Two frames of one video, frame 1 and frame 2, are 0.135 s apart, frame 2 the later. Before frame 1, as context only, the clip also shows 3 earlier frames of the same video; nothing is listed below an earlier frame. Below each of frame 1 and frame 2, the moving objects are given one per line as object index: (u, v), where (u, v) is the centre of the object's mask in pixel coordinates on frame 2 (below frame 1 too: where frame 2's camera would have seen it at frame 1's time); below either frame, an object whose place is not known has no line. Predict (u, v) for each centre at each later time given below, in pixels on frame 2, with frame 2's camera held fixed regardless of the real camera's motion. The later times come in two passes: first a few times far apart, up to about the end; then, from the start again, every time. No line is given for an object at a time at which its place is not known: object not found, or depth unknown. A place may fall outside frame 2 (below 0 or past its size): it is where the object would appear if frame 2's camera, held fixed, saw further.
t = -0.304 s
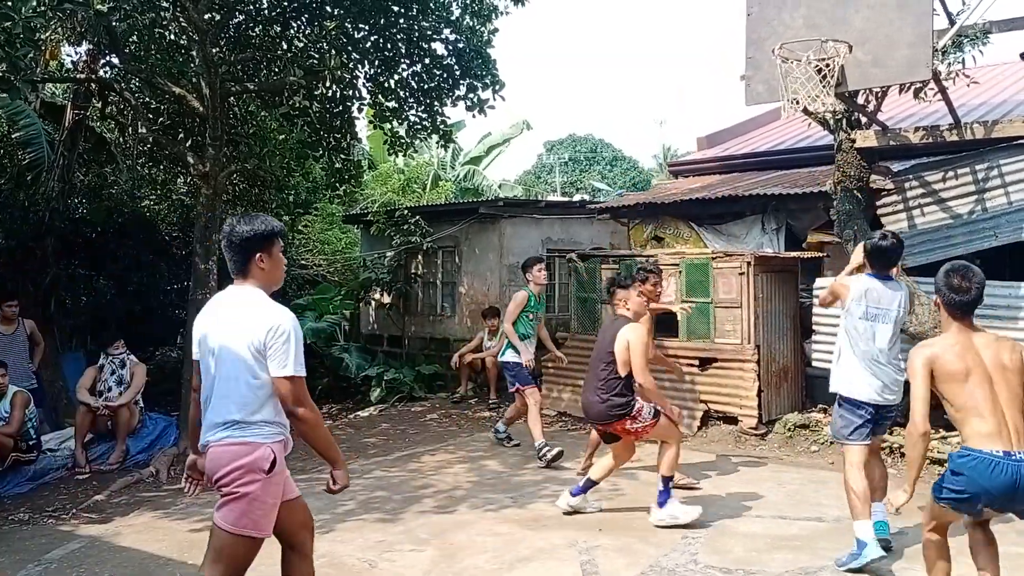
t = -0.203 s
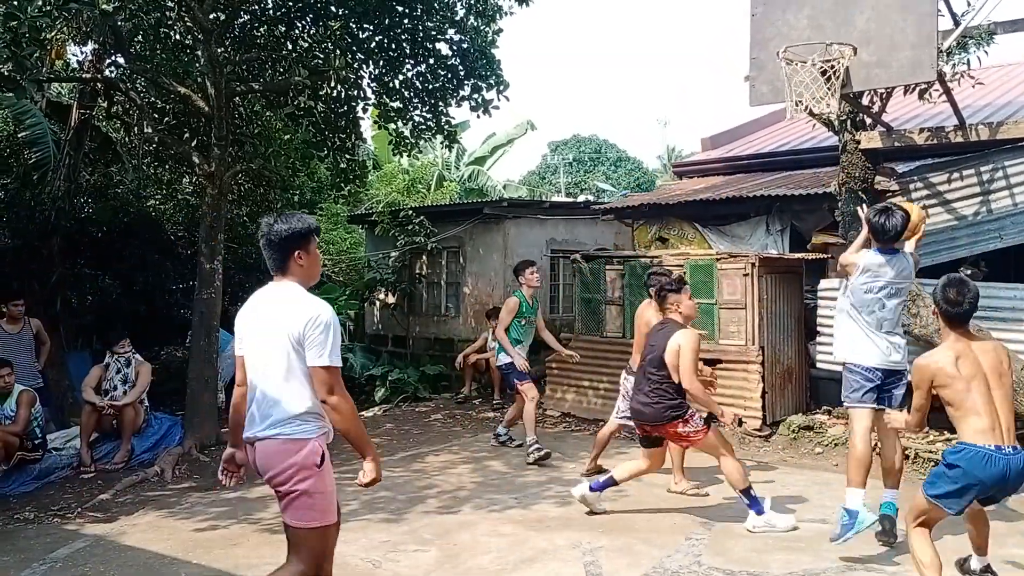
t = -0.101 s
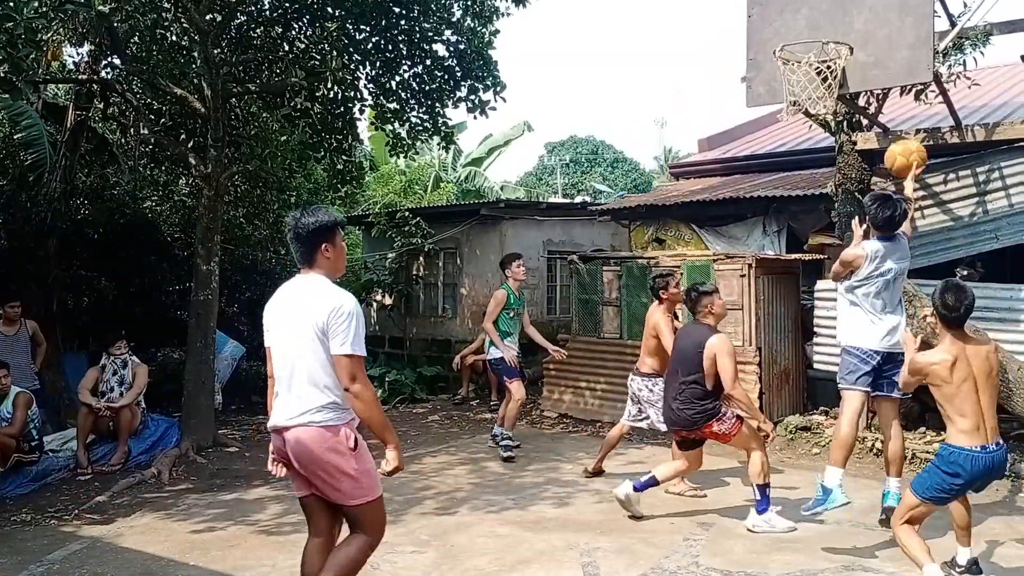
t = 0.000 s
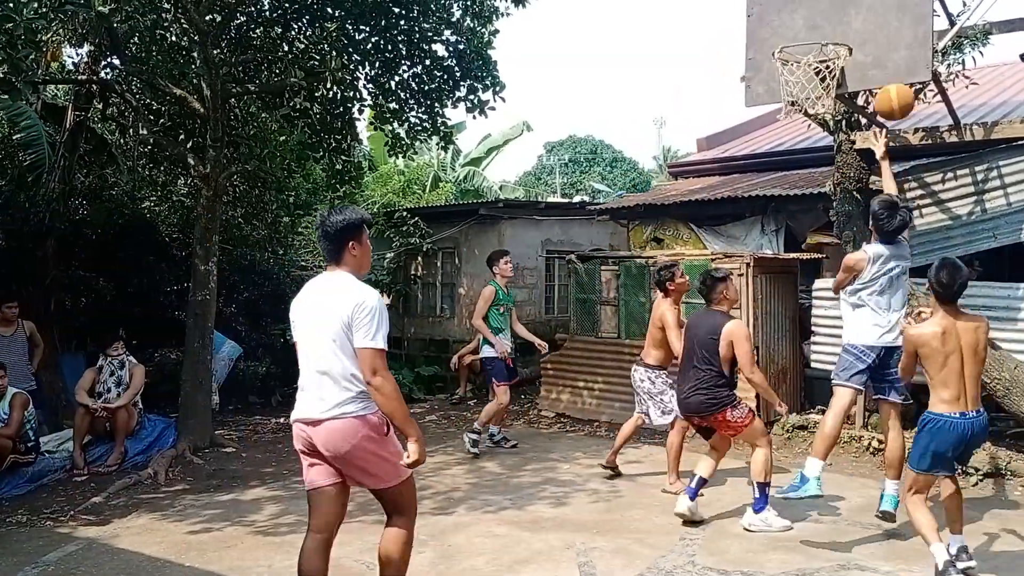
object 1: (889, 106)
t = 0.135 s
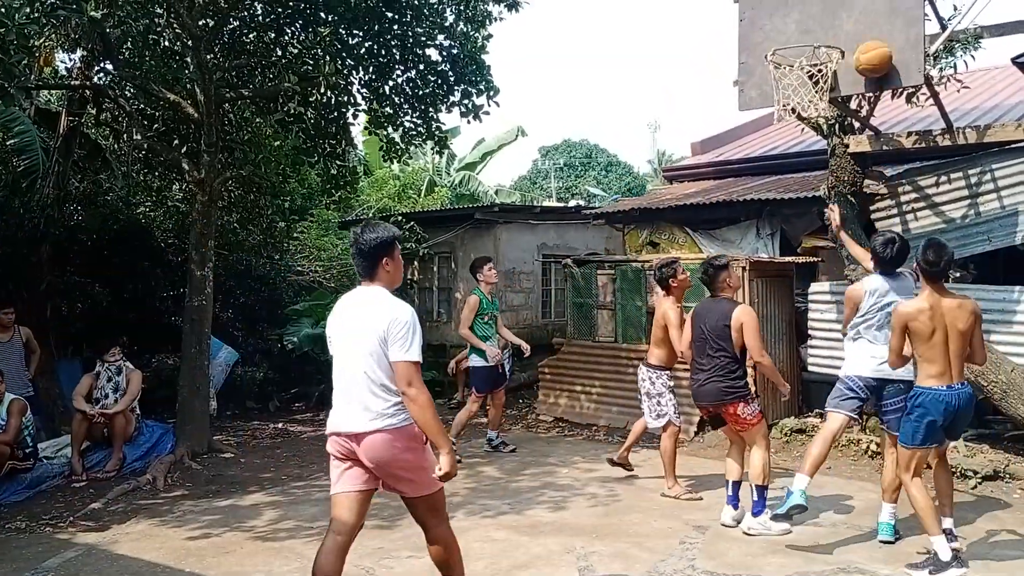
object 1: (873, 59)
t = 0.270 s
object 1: (847, 37)
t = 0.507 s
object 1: (802, 64)
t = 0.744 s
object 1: (773, 152)
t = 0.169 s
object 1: (866, 52)
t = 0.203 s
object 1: (861, 45)
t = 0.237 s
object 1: (856, 40)
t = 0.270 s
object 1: (847, 37)
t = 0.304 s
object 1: (841, 34)
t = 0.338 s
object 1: (837, 34)
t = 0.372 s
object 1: (830, 34)
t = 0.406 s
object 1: (820, 39)
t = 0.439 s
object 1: (814, 45)
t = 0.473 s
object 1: (809, 53)
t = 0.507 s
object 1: (802, 64)
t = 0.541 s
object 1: (795, 73)
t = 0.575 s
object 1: (790, 83)
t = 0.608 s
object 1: (787, 97)
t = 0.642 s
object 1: (782, 107)
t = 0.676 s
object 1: (779, 120)
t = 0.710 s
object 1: (776, 135)
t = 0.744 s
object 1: (773, 152)
